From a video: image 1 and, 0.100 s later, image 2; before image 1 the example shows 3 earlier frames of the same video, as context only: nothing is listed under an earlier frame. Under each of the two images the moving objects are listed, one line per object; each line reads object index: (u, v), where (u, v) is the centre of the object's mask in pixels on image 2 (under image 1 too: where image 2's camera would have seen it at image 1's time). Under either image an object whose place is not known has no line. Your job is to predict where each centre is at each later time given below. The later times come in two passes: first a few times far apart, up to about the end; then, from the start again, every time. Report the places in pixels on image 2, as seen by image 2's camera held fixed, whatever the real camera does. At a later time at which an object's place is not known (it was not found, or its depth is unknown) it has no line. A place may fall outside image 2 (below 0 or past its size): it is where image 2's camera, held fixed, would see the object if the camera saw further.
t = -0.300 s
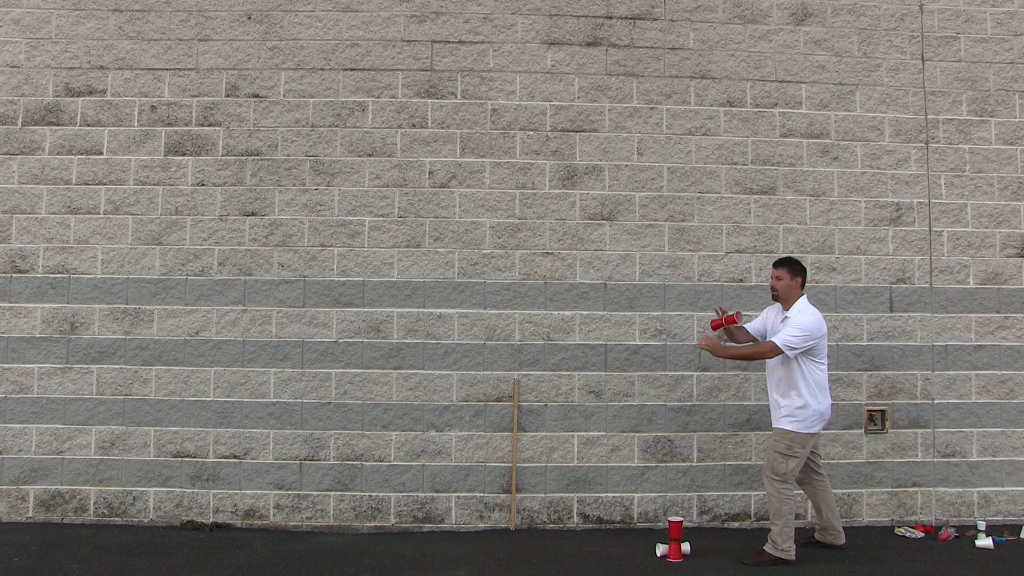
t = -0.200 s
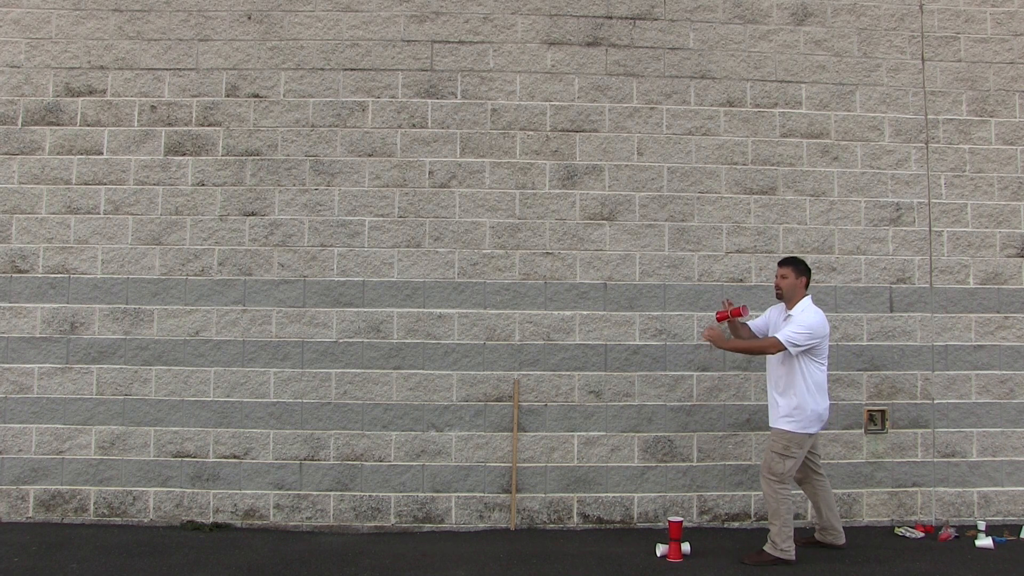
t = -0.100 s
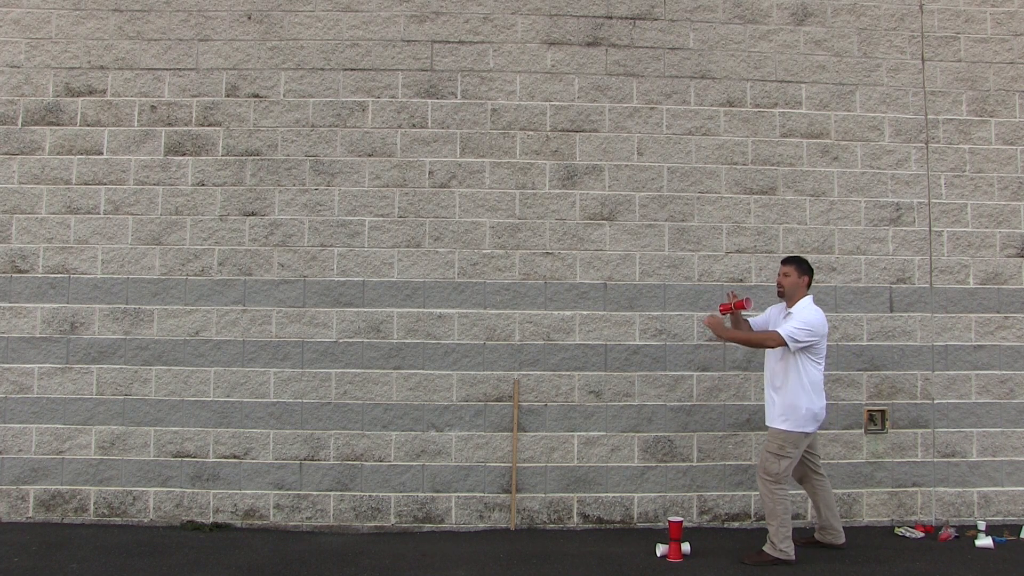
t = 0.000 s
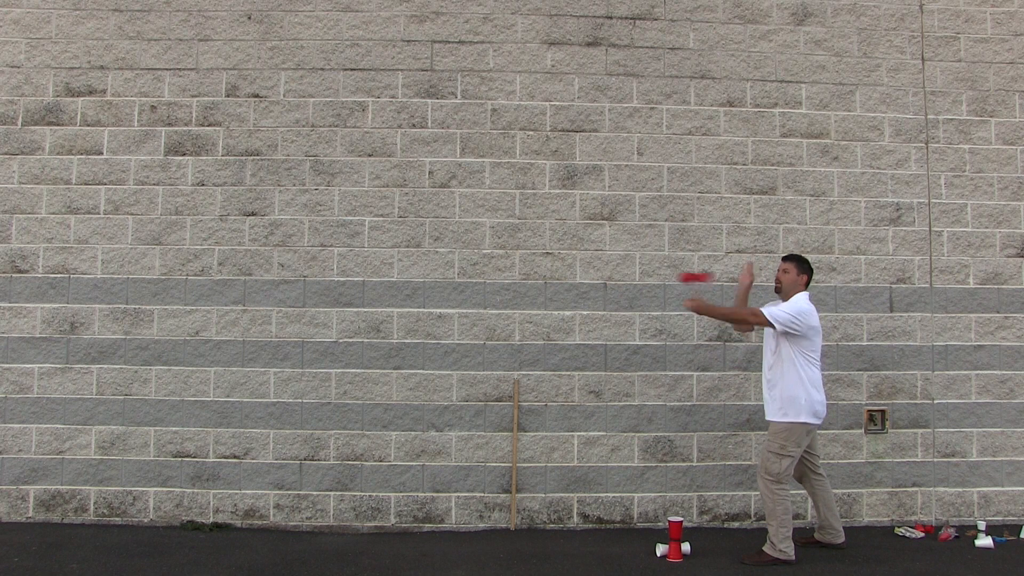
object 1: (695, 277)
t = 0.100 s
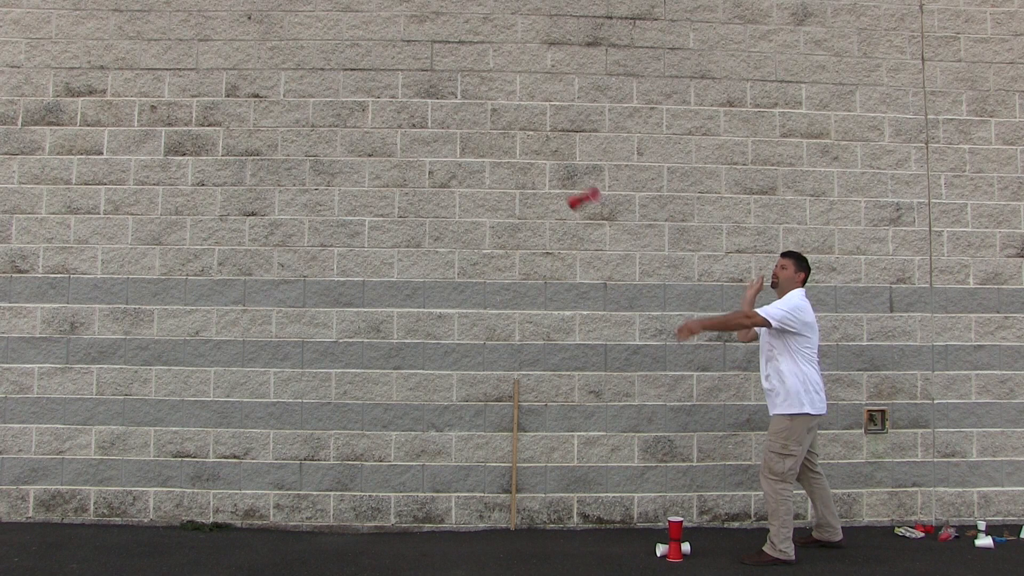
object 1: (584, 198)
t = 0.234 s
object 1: (532, 78)
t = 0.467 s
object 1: (595, 11)
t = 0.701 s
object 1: (645, 42)
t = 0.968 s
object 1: (668, 110)
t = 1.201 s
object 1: (681, 151)
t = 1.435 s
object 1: (714, 214)
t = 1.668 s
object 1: (719, 309)
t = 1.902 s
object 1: (682, 393)
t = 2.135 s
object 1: (632, 430)
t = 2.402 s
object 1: (601, 460)
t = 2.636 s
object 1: (579, 488)
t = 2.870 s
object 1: (569, 533)
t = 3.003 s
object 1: (558, 568)
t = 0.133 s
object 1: (561, 166)
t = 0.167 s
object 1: (544, 134)
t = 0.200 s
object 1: (536, 104)
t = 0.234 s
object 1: (532, 78)
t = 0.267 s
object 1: (535, 55)
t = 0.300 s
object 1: (543, 37)
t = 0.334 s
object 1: (553, 25)
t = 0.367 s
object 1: (565, 17)
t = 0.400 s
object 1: (575, 13)
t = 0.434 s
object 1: (585, 11)
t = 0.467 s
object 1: (595, 11)
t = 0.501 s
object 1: (604, 12)
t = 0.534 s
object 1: (613, 15)
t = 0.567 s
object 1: (621, 19)
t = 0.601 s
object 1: (627, 24)
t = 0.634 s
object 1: (634, 29)
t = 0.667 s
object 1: (640, 36)
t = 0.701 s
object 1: (645, 42)
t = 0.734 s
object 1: (650, 50)
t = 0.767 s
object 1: (655, 58)
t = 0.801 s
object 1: (658, 66)
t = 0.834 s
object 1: (662, 75)
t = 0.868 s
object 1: (665, 84)
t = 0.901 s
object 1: (666, 93)
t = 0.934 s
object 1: (667, 102)
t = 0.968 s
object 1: (668, 110)
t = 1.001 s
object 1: (669, 118)
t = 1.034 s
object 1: (670, 124)
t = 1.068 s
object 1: (672, 130)
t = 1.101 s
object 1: (673, 136)
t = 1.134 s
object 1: (675, 141)
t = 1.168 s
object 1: (678, 146)
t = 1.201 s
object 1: (681, 151)
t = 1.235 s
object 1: (684, 158)
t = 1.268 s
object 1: (690, 164)
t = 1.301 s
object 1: (694, 172)
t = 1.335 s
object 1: (700, 181)
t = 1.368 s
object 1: (705, 191)
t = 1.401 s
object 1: (709, 202)
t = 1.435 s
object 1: (714, 214)
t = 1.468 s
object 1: (718, 226)
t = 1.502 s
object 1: (721, 240)
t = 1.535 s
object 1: (723, 254)
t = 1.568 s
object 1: (724, 268)
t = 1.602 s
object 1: (723, 282)
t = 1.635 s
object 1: (722, 296)
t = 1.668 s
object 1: (719, 309)
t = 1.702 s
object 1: (716, 322)
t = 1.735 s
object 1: (712, 336)
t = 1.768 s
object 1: (708, 348)
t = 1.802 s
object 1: (702, 360)
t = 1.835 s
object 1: (696, 372)
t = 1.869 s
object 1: (690, 383)
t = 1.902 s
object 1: (682, 393)
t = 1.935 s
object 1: (675, 402)
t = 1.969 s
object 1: (667, 411)
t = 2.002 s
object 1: (660, 417)
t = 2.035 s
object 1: (653, 422)
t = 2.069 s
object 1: (644, 425)
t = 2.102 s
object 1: (638, 428)
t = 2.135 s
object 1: (632, 430)
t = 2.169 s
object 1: (626, 431)
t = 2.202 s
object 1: (622, 433)
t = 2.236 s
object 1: (618, 435)
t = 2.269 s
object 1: (614, 439)
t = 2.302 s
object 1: (612, 443)
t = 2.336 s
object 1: (608, 449)
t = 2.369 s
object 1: (605, 454)
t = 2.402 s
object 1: (601, 460)
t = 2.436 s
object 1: (598, 466)
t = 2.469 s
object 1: (595, 471)
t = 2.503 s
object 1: (591, 475)
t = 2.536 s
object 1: (587, 478)
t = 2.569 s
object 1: (584, 482)
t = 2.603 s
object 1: (581, 485)
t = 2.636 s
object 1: (579, 488)
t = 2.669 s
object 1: (577, 493)
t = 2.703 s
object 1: (575, 497)
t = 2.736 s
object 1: (574, 503)
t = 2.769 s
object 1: (573, 509)
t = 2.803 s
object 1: (572, 517)
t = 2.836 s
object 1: (571, 525)
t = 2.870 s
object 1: (569, 533)
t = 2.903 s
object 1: (567, 541)
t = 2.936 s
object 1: (565, 550)
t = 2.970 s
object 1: (563, 560)
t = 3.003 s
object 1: (558, 568)
